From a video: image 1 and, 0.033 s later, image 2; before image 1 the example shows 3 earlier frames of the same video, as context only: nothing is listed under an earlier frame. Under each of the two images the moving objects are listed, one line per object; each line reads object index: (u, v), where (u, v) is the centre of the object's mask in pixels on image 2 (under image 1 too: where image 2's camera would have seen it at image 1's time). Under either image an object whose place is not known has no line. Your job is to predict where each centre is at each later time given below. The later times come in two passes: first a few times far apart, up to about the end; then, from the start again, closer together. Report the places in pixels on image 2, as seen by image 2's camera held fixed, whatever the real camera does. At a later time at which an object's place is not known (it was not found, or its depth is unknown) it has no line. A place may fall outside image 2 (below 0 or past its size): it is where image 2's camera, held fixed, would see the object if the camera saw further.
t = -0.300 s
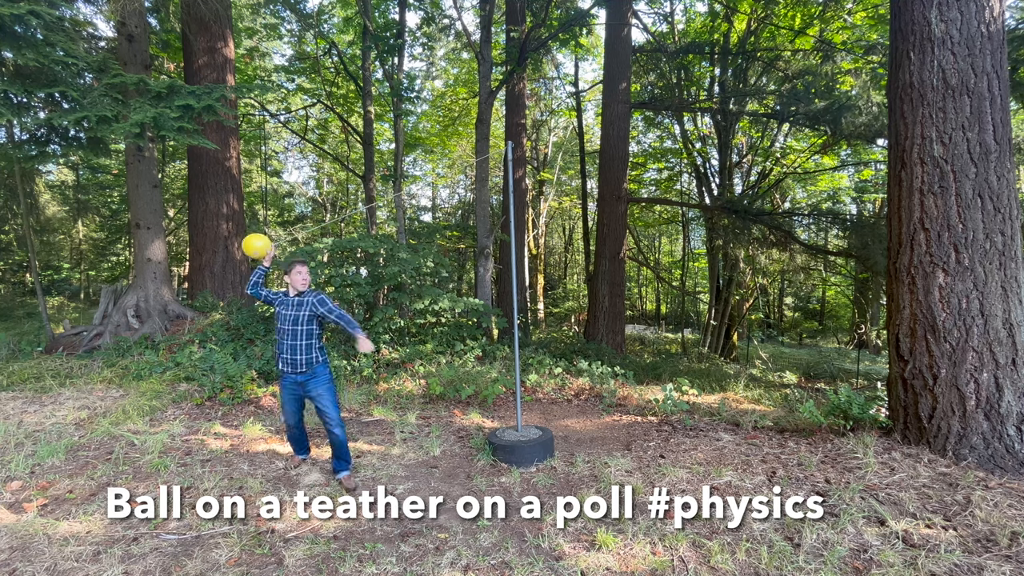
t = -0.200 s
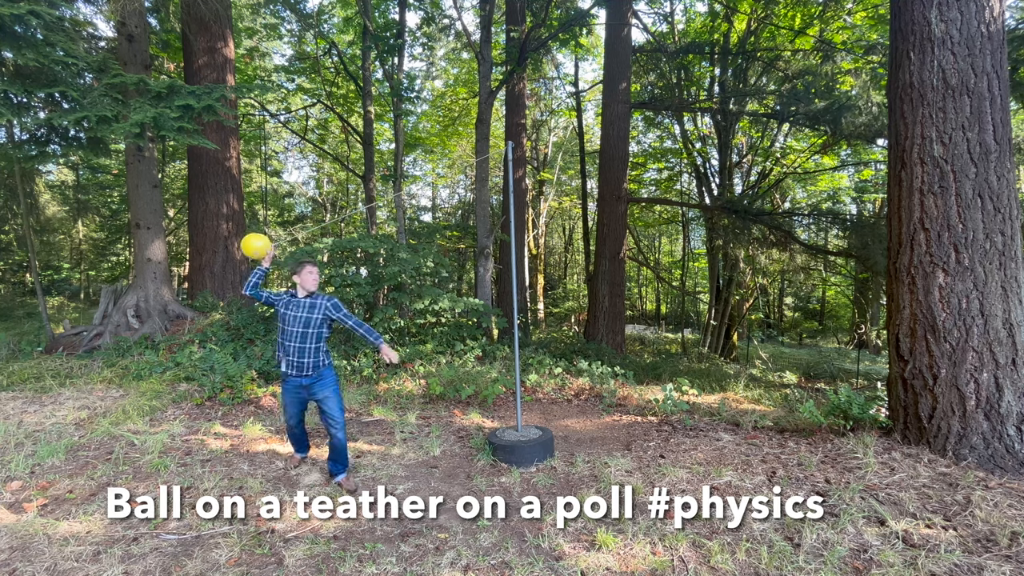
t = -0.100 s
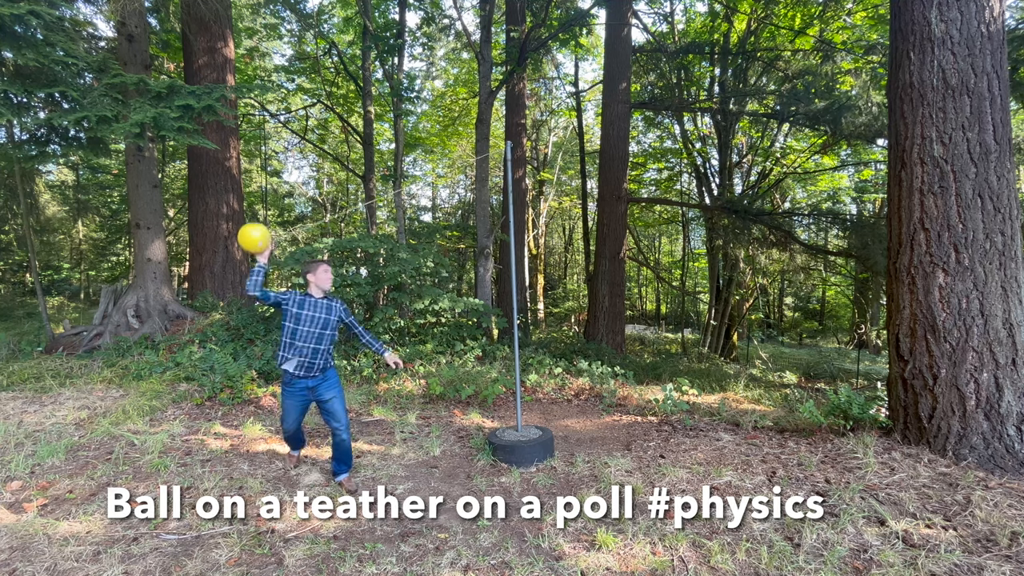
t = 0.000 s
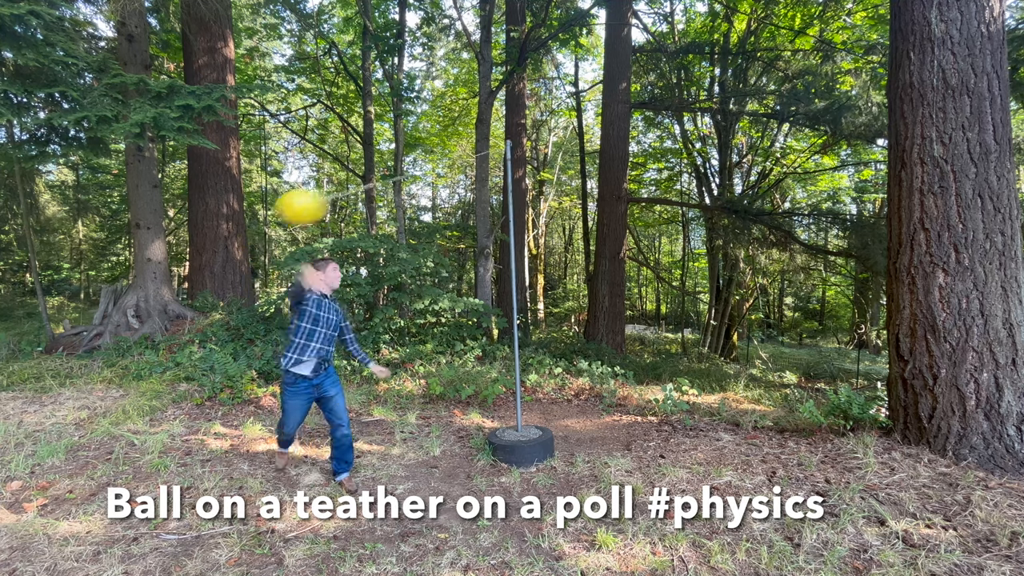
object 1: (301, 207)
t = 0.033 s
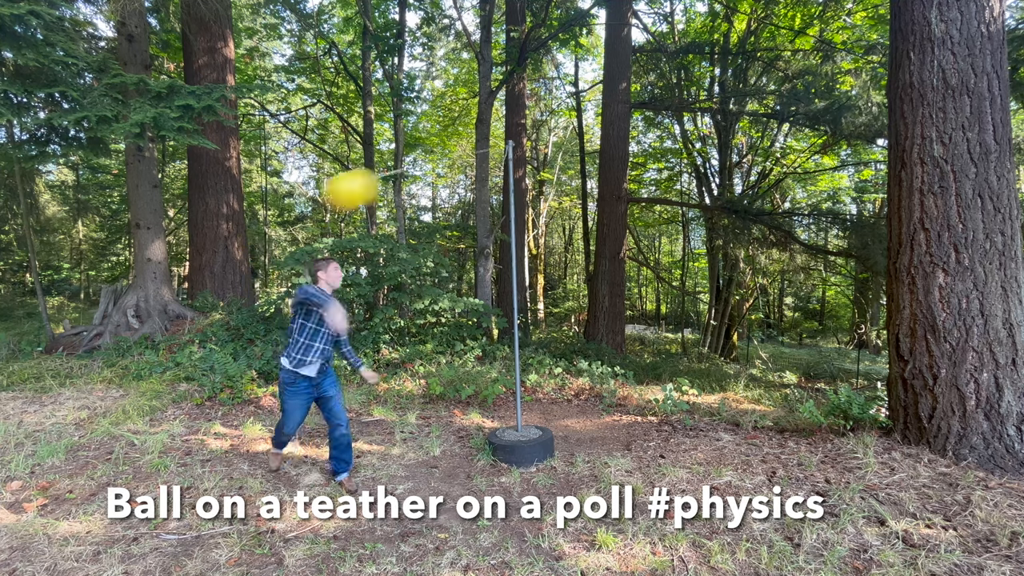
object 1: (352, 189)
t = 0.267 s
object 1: (764, 103)
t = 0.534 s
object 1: (735, 155)
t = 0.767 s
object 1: (598, 205)
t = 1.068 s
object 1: (416, 252)
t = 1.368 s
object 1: (283, 256)
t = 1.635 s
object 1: (466, 163)
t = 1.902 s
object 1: (749, 139)
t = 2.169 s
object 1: (726, 200)
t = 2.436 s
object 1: (604, 251)
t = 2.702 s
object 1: (469, 276)
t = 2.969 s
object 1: (346, 271)
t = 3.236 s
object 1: (301, 232)
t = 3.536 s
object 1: (473, 197)
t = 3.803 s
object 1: (669, 239)
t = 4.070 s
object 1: (683, 285)
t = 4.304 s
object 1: (606, 292)
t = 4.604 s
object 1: (491, 275)
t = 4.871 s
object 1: (401, 259)
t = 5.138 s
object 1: (340, 261)
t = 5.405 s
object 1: (358, 291)
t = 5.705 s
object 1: (531, 326)
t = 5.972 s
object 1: (648, 307)
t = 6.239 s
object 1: (644, 278)
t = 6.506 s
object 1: (585, 270)
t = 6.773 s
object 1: (511, 281)
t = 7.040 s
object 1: (440, 302)
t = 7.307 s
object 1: (397, 319)
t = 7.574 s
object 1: (437, 310)
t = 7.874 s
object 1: (562, 291)
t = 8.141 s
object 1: (631, 298)
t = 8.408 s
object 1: (614, 312)
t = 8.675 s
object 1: (547, 310)
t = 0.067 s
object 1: (409, 170)
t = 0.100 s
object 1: (484, 151)
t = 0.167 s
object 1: (621, 121)
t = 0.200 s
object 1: (677, 111)
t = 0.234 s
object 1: (729, 105)
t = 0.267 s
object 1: (764, 103)
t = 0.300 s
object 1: (783, 106)
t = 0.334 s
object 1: (791, 110)
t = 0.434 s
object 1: (778, 129)
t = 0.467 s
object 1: (766, 138)
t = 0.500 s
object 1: (754, 146)
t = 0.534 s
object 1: (735, 155)
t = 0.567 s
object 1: (718, 161)
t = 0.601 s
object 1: (697, 169)
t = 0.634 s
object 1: (674, 177)
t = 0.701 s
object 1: (634, 192)
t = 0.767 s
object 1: (598, 205)
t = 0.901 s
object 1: (516, 229)
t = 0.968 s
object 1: (475, 239)
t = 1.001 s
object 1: (455, 244)
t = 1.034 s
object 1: (435, 249)
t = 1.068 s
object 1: (416, 252)
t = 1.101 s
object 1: (396, 257)
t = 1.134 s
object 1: (377, 260)
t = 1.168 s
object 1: (359, 261)
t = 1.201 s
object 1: (342, 263)
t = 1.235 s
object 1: (325, 264)
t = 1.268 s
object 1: (309, 264)
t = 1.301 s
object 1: (297, 264)
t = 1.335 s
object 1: (288, 260)
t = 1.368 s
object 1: (283, 256)
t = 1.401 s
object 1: (282, 249)
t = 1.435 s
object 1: (288, 240)
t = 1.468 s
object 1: (300, 230)
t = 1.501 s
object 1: (317, 219)
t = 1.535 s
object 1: (342, 206)
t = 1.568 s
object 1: (379, 192)
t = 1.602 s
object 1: (417, 177)
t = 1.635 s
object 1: (466, 163)
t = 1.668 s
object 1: (512, 152)
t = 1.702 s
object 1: (558, 143)
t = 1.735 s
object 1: (605, 137)
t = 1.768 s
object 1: (641, 132)
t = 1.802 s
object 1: (679, 131)
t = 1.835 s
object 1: (711, 133)
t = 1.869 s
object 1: (735, 135)
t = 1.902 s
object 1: (749, 139)
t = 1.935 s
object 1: (757, 145)
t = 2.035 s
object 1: (759, 166)
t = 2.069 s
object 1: (755, 175)
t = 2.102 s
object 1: (750, 183)
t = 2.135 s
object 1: (738, 193)
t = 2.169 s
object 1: (726, 200)
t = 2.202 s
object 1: (712, 207)
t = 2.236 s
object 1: (697, 214)
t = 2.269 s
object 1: (684, 221)
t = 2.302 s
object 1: (669, 228)
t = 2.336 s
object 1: (655, 235)
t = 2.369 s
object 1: (638, 240)
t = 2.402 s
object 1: (621, 246)
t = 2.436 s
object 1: (604, 251)
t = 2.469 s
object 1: (589, 255)
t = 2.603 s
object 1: (520, 269)
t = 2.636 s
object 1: (503, 272)
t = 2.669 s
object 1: (486, 274)
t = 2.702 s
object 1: (469, 276)
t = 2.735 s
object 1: (452, 277)
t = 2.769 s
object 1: (436, 277)
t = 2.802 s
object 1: (419, 277)
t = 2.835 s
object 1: (404, 277)
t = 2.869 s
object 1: (389, 277)
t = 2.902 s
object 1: (374, 276)
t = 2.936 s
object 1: (359, 273)
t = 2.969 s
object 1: (346, 271)
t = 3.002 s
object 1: (335, 267)
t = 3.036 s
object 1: (324, 263)
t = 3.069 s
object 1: (314, 259)
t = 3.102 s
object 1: (306, 255)
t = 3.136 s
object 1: (300, 250)
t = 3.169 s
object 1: (297, 244)
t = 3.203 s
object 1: (298, 238)
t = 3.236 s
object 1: (301, 232)
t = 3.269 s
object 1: (307, 226)
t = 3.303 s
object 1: (316, 220)
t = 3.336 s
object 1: (327, 214)
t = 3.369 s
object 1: (343, 209)
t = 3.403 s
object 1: (363, 204)
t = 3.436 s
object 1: (386, 199)
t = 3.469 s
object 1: (413, 197)
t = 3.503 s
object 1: (444, 196)
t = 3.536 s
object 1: (473, 197)
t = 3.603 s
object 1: (533, 202)
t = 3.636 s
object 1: (564, 206)
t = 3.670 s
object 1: (590, 212)
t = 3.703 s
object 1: (614, 218)
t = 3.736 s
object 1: (634, 225)
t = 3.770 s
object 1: (653, 231)
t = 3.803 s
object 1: (669, 239)
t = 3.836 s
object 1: (681, 247)
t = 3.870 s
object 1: (690, 254)
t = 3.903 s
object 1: (695, 261)
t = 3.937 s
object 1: (697, 267)
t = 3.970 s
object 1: (696, 272)
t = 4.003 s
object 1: (694, 277)
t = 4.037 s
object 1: (689, 281)
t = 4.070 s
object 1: (683, 285)
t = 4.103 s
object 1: (675, 288)
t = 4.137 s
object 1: (666, 290)
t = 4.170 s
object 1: (655, 292)
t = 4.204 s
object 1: (644, 292)
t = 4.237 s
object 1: (631, 292)
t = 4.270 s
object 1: (619, 293)
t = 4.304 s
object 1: (606, 292)
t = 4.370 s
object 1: (581, 290)
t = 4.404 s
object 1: (567, 289)
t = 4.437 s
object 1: (554, 287)
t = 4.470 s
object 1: (541, 284)
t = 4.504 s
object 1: (528, 283)
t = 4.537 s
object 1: (516, 281)
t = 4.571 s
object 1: (503, 278)
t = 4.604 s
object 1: (491, 275)
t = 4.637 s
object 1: (479, 273)
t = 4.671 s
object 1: (467, 271)
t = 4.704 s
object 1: (455, 269)
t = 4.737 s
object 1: (444, 267)
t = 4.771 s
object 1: (433, 264)
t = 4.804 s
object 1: (421, 262)
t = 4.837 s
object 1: (411, 261)
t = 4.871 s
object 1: (401, 259)
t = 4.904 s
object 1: (391, 259)
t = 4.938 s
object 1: (382, 258)
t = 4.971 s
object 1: (373, 257)
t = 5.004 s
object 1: (366, 257)
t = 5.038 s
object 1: (359, 257)
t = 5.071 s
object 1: (352, 258)
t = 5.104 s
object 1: (346, 259)
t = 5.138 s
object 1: (340, 261)
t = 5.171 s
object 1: (337, 263)
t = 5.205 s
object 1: (335, 265)
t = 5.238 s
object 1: (334, 268)
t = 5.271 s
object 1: (335, 272)
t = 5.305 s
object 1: (338, 276)
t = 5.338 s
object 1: (342, 281)
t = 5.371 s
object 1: (349, 286)
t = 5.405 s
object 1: (358, 291)
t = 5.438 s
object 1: (370, 296)
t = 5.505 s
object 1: (401, 306)
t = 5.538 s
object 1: (419, 311)
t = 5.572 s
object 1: (440, 316)
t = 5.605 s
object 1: (462, 320)
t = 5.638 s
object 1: (484, 323)
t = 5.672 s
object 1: (508, 324)
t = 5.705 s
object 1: (531, 326)
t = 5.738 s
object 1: (552, 326)
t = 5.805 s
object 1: (590, 324)
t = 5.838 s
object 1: (606, 322)
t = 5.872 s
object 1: (619, 318)
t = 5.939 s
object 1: (641, 311)
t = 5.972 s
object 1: (648, 307)
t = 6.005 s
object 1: (653, 303)
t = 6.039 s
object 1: (656, 299)
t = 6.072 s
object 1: (657, 295)
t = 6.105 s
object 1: (657, 291)
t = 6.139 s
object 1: (655, 288)
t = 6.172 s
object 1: (652, 284)
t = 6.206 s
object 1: (648, 281)
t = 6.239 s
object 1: (644, 278)
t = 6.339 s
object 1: (625, 272)
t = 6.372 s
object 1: (617, 271)
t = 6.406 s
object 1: (610, 270)
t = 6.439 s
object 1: (601, 270)
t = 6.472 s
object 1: (594, 270)
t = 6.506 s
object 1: (585, 270)
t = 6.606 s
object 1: (558, 272)
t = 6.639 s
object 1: (550, 274)
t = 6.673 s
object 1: (540, 275)
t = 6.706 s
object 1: (531, 277)
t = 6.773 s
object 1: (511, 281)
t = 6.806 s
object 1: (502, 283)
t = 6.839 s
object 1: (493, 286)
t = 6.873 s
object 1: (484, 289)
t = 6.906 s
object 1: (475, 291)
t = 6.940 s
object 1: (466, 294)
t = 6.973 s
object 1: (457, 297)
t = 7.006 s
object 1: (448, 300)
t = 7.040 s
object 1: (440, 302)
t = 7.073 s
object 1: (432, 305)
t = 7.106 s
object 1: (424, 308)
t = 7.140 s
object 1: (417, 310)
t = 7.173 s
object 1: (411, 312)
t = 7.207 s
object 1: (406, 314)
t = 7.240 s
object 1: (402, 316)
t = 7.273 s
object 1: (399, 318)
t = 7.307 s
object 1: (397, 319)
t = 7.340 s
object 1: (397, 319)
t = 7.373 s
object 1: (398, 319)
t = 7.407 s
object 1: (400, 319)
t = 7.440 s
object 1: (404, 318)
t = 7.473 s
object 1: (410, 317)
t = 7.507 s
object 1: (417, 315)
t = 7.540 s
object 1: (425, 313)
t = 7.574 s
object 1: (437, 310)
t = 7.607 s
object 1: (449, 308)
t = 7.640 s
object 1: (462, 305)
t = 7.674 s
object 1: (475, 303)
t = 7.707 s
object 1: (490, 300)
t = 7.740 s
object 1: (504, 298)
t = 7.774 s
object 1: (518, 296)
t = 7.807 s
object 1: (534, 294)
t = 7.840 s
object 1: (548, 292)
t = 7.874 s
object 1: (562, 291)
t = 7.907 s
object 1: (576, 290)
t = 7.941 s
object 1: (588, 290)
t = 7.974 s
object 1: (599, 291)
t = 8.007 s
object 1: (608, 292)
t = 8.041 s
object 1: (616, 293)
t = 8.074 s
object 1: (623, 294)
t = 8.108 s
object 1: (627, 296)
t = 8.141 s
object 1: (631, 298)
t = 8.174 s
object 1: (633, 300)
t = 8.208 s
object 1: (634, 302)
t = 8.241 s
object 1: (634, 304)
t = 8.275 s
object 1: (632, 306)
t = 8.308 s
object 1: (629, 308)
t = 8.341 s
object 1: (625, 309)
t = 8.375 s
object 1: (620, 310)
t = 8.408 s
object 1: (614, 312)
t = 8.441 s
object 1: (607, 313)
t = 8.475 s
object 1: (600, 314)
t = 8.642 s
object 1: (557, 312)
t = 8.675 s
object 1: (547, 310)
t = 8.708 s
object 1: (538, 309)
